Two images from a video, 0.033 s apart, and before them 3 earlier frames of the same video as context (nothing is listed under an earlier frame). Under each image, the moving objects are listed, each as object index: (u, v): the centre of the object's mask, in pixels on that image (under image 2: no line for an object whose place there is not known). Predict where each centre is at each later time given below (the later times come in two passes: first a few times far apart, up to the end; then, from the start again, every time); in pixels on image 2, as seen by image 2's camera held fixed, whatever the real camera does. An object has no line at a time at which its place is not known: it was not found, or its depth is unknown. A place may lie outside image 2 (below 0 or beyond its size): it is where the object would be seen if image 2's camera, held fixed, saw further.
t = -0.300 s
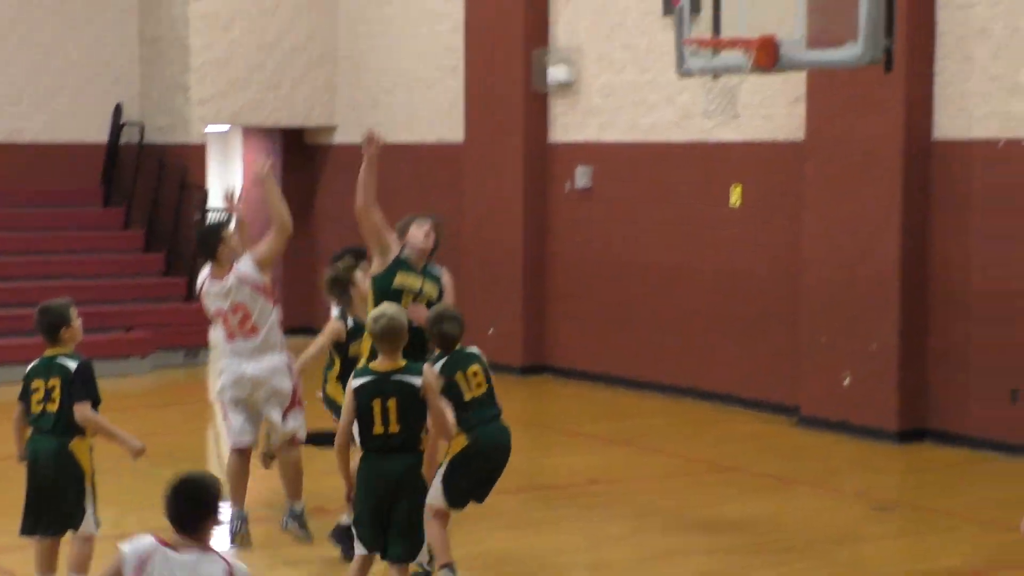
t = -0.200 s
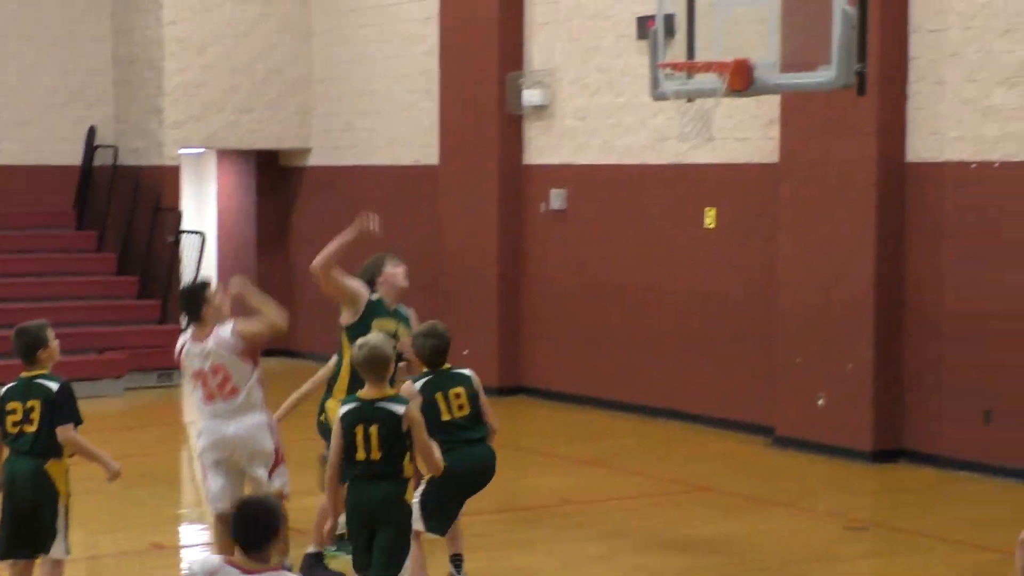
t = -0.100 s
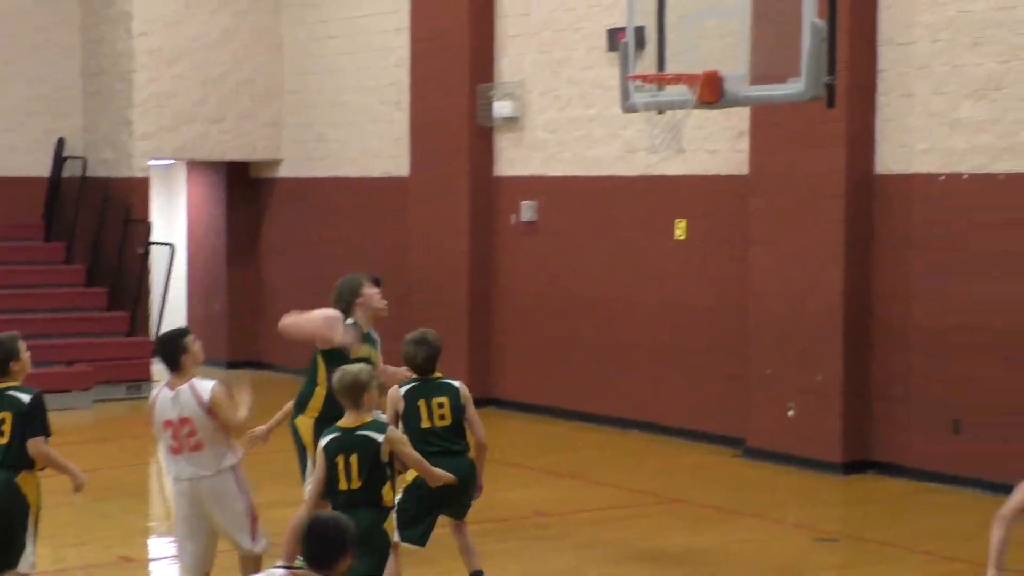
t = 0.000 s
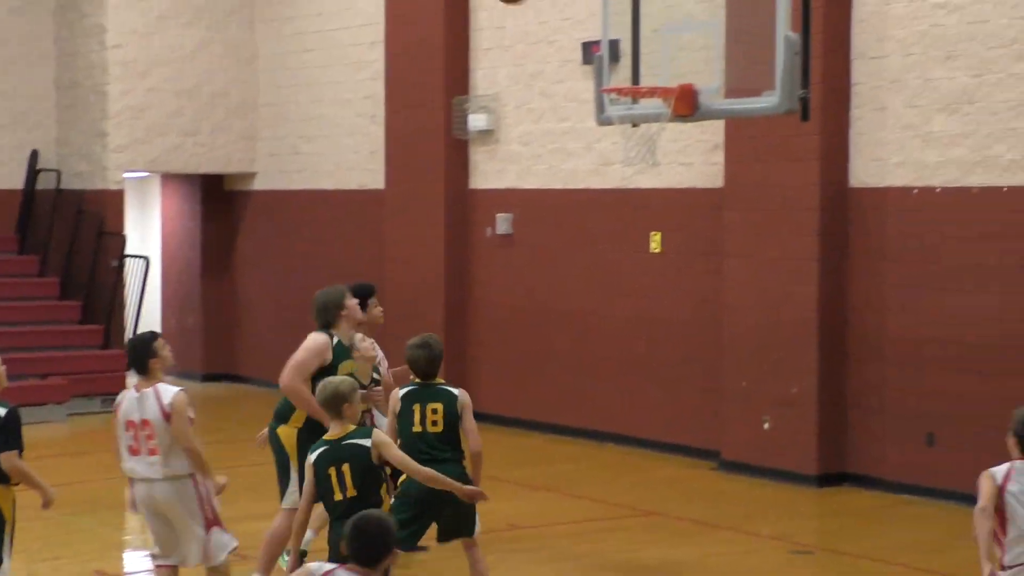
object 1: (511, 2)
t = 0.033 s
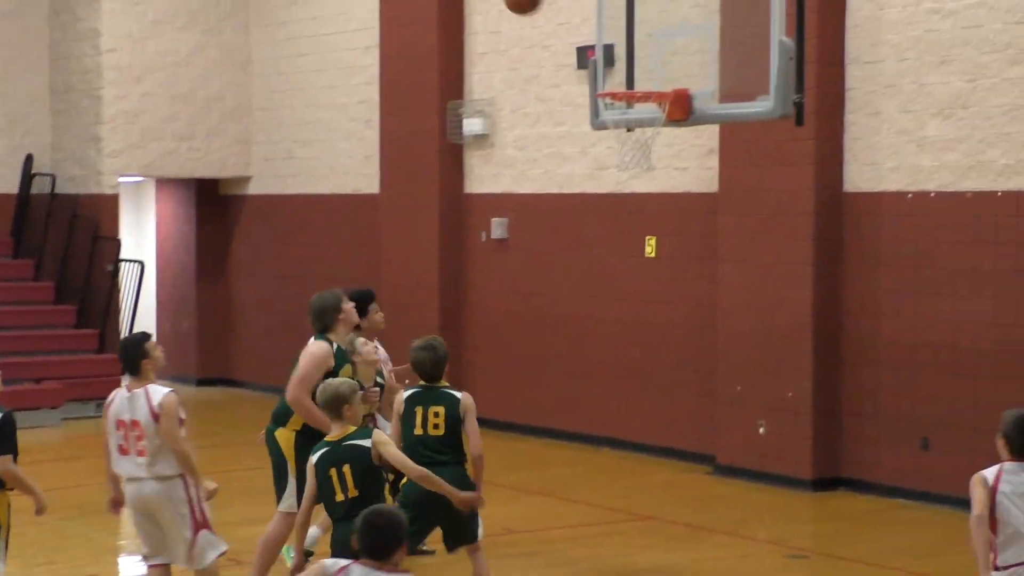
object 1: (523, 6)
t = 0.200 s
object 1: (604, 53)
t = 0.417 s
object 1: (629, 177)
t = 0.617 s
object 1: (605, 336)
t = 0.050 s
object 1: (531, 6)
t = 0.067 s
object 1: (539, 7)
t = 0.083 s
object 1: (548, 9)
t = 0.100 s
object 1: (556, 13)
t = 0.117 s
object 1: (564, 18)
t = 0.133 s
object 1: (572, 24)
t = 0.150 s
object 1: (580, 30)
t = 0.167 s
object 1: (588, 37)
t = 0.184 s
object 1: (596, 45)
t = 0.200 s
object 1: (604, 53)
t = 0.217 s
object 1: (612, 60)
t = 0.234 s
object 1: (619, 69)
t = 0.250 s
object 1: (626, 75)
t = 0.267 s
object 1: (634, 80)
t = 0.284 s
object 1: (641, 96)
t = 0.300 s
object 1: (644, 109)
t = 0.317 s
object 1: (644, 115)
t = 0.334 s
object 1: (643, 124)
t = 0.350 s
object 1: (640, 137)
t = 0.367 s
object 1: (637, 147)
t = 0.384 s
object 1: (635, 152)
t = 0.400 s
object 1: (632, 167)
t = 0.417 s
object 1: (629, 177)
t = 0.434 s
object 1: (628, 188)
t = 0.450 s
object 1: (626, 199)
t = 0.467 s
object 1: (623, 212)
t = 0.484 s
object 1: (621, 222)
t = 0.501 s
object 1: (619, 234)
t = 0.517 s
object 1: (617, 248)
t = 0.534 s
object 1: (615, 260)
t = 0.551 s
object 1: (612, 276)
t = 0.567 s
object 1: (610, 290)
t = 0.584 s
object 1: (609, 305)
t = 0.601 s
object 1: (607, 320)
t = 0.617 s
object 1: (605, 336)
